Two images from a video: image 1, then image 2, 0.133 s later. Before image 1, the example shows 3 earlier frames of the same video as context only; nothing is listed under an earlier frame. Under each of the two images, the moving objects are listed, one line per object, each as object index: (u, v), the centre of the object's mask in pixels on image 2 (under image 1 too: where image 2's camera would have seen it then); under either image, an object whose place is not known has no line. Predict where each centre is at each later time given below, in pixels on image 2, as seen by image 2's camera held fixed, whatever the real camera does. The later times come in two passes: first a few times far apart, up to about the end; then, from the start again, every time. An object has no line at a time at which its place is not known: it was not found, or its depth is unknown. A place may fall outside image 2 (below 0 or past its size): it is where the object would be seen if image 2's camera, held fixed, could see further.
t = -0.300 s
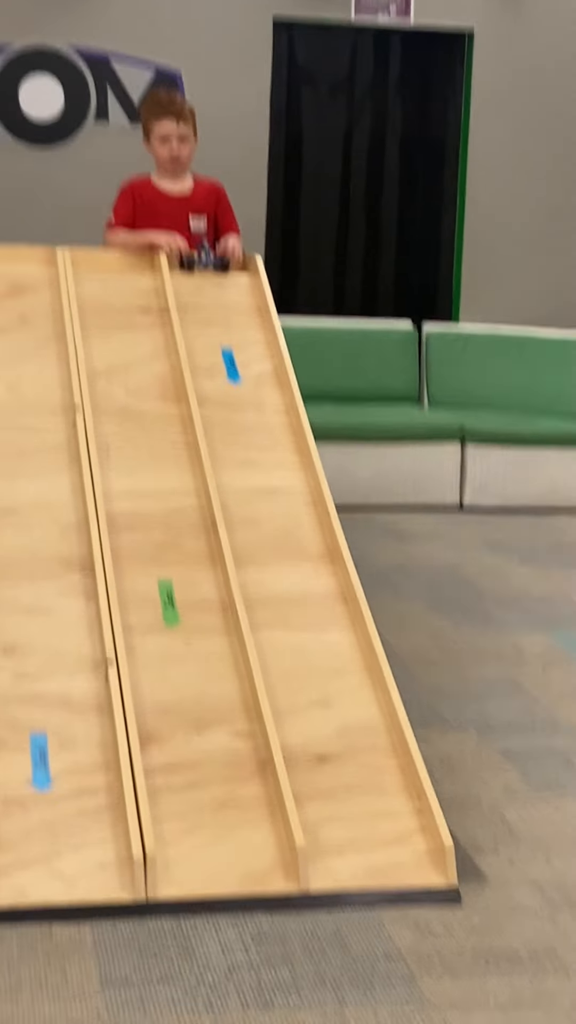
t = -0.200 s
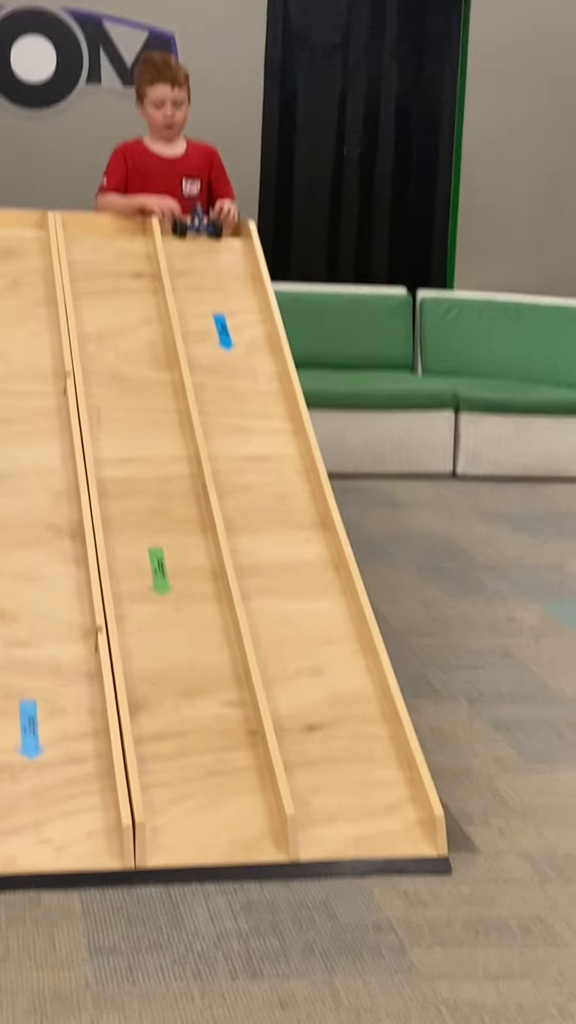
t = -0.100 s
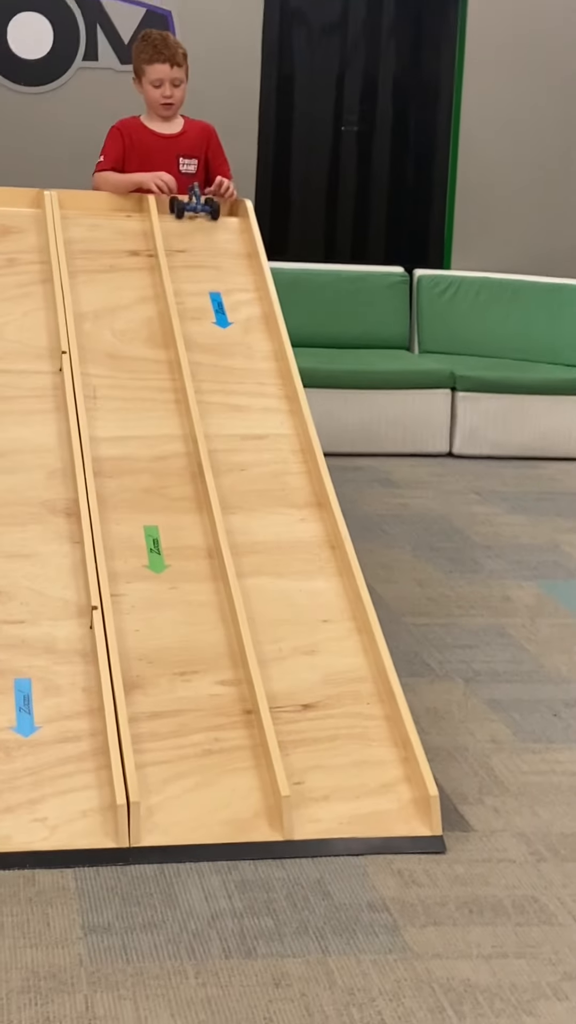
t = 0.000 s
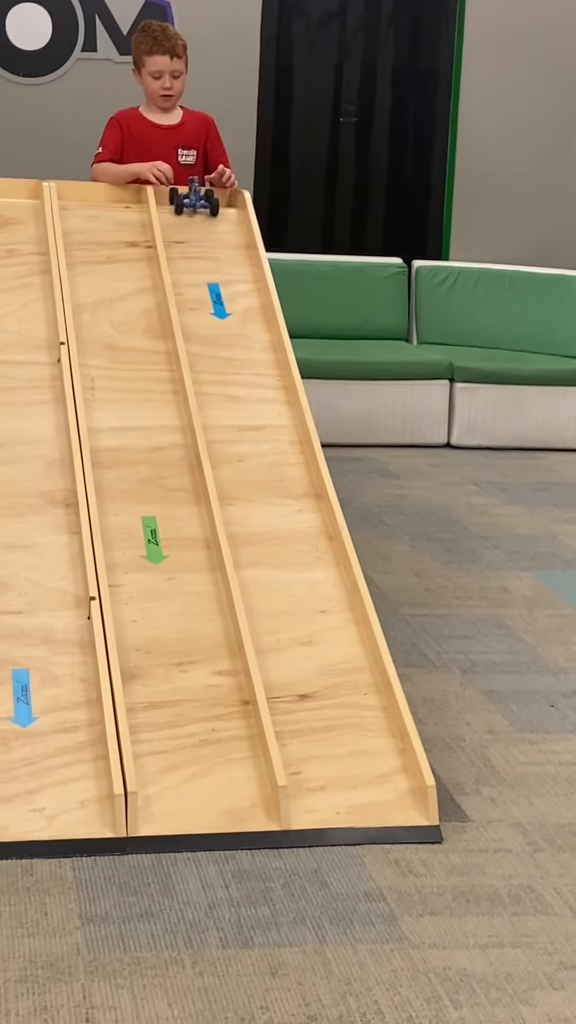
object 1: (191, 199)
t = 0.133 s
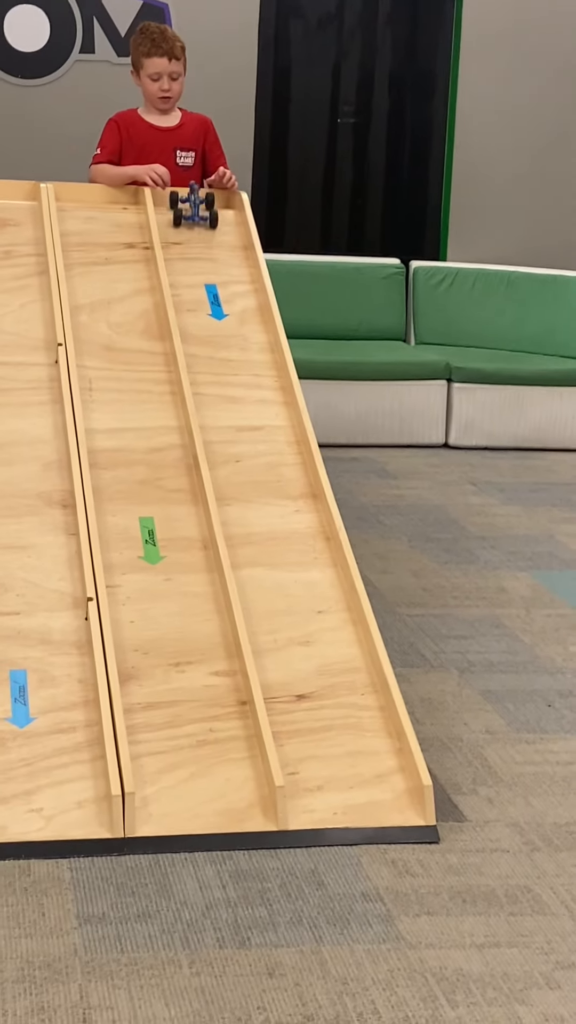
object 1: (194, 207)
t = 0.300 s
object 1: (197, 232)
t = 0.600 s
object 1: (204, 311)
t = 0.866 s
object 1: (209, 406)
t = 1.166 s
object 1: (238, 531)
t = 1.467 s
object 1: (270, 654)
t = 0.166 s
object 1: (194, 211)
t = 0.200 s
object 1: (195, 215)
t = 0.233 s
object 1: (195, 220)
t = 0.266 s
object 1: (196, 226)
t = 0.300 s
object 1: (197, 232)
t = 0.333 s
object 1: (197, 240)
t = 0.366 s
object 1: (197, 247)
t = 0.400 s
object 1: (197, 255)
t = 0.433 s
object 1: (196, 265)
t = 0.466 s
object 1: (195, 274)
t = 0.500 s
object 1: (194, 284)
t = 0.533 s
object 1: (198, 293)
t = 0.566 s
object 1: (201, 302)
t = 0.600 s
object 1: (204, 311)
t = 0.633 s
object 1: (205, 323)
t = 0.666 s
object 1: (207, 334)
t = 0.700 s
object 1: (209, 346)
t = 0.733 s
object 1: (209, 358)
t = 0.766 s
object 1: (209, 370)
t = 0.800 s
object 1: (210, 382)
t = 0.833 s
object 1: (209, 394)
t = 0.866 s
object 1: (209, 406)
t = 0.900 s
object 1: (212, 419)
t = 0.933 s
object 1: (215, 432)
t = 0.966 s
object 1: (217, 446)
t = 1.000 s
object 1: (221, 461)
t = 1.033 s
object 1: (226, 476)
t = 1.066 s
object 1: (229, 491)
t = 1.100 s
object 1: (232, 504)
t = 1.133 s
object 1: (235, 517)
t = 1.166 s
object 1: (238, 531)
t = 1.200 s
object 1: (241, 544)
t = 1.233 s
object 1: (245, 558)
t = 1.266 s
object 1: (249, 572)
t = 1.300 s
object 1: (252, 585)
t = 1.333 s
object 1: (256, 599)
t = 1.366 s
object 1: (260, 614)
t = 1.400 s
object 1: (263, 627)
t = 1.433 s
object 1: (267, 641)
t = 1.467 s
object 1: (270, 654)
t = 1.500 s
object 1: (274, 666)
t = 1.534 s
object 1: (277, 678)
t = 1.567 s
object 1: (280, 690)
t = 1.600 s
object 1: (283, 701)
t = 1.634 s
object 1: (286, 712)
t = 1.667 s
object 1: (289, 722)
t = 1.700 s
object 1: (291, 732)
